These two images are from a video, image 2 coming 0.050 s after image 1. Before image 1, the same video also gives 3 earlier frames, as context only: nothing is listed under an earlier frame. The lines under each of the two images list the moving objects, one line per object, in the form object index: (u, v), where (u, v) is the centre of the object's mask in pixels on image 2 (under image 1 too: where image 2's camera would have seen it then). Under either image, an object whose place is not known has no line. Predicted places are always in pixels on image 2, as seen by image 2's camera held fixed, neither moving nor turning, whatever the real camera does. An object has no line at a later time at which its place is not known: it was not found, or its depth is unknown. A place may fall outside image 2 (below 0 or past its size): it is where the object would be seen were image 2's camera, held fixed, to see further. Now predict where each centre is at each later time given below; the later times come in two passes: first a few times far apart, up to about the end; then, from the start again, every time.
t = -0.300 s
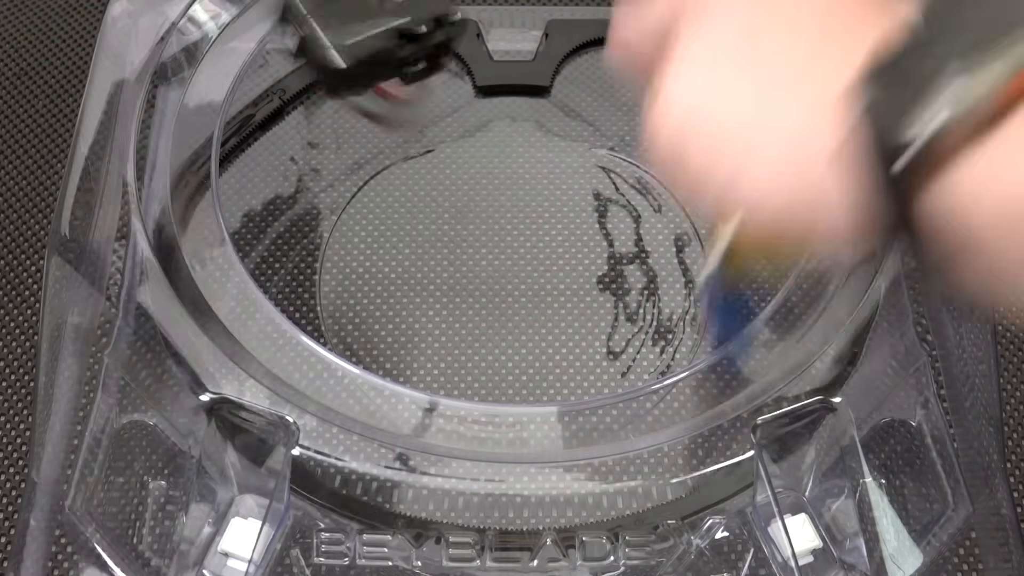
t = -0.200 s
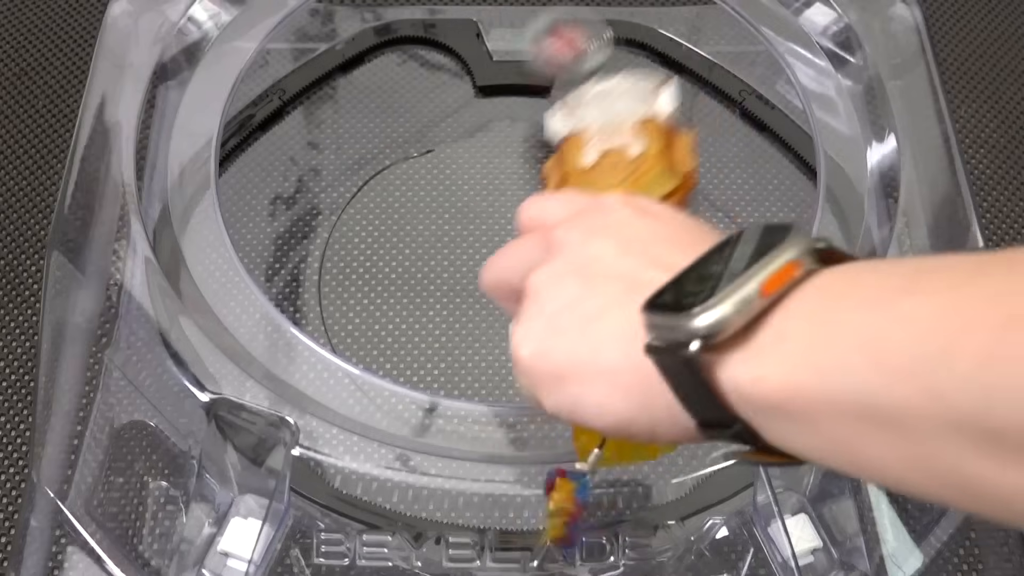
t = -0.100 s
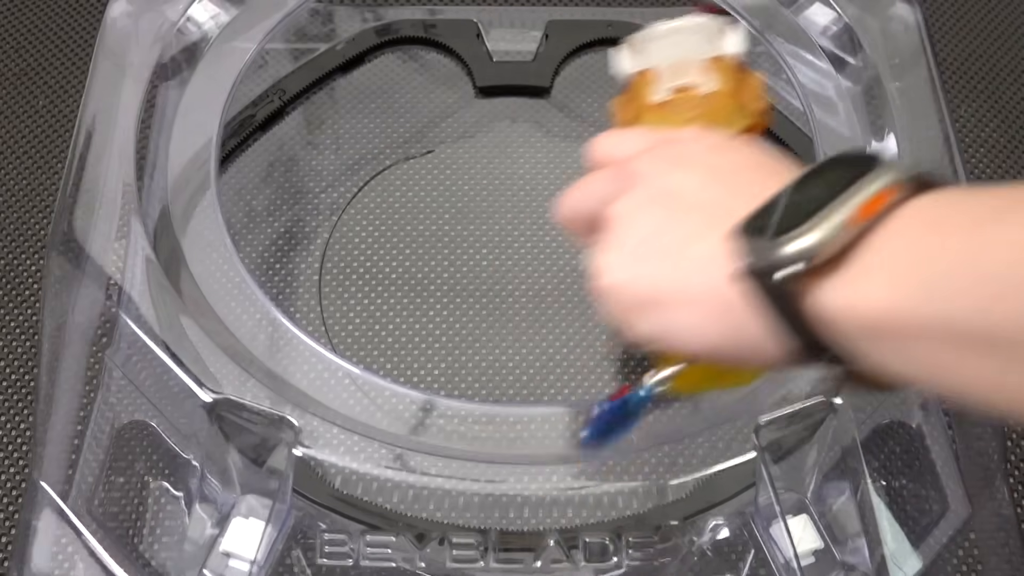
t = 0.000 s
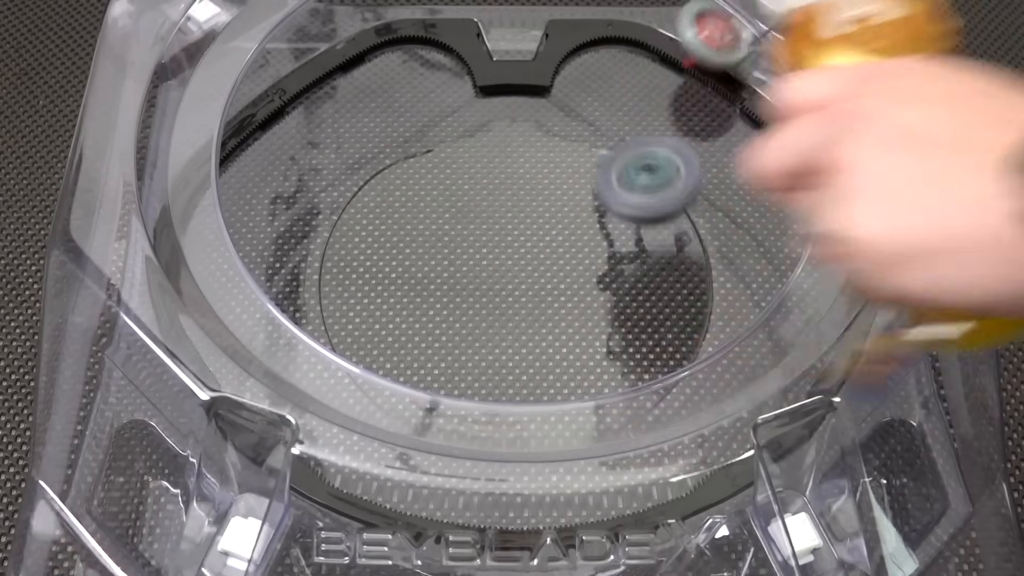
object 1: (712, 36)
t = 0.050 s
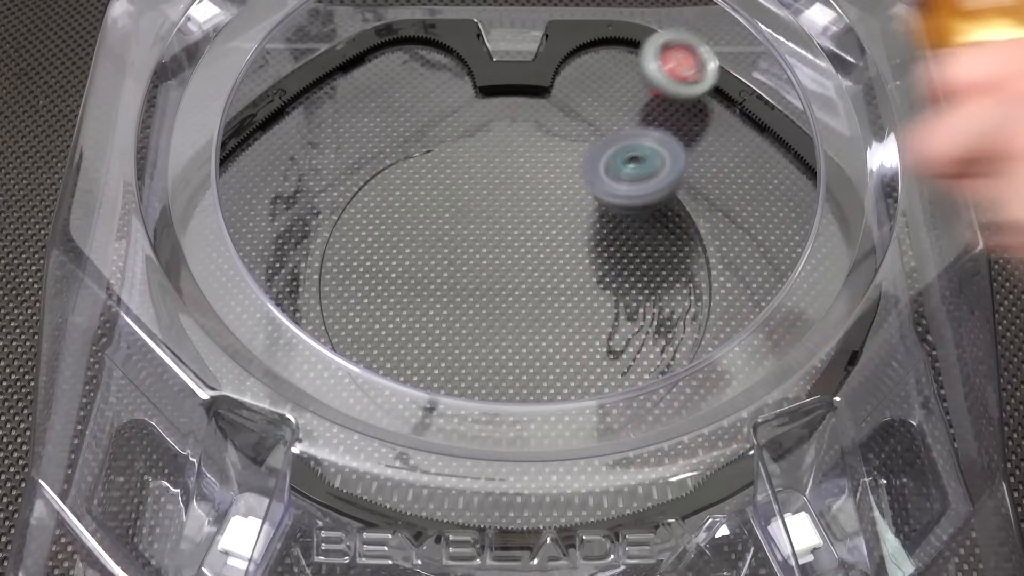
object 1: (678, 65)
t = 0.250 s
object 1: (509, 74)
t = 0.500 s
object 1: (237, 240)
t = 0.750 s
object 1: (264, 312)
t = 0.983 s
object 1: (630, 270)
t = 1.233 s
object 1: (663, 127)
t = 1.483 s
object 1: (422, 130)
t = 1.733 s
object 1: (687, 240)
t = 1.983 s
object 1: (748, 160)
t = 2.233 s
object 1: (564, 359)
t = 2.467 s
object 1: (489, 501)
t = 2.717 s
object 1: (519, 305)
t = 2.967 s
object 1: (665, 161)
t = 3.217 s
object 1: (811, 197)
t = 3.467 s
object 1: (422, 143)
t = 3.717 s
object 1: (356, 379)
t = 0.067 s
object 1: (666, 72)
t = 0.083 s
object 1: (655, 79)
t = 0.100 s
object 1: (645, 80)
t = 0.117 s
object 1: (646, 61)
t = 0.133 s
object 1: (647, 41)
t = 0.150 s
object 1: (644, 28)
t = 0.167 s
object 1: (623, 27)
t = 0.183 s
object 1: (602, 30)
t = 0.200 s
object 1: (579, 34)
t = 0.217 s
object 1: (556, 43)
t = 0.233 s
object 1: (533, 57)
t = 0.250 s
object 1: (509, 74)
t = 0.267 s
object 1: (486, 95)
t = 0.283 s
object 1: (465, 104)
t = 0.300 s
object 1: (443, 113)
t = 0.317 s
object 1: (422, 125)
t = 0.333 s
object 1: (401, 139)
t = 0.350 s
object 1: (381, 148)
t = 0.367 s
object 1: (362, 161)
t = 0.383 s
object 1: (342, 172)
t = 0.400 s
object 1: (325, 183)
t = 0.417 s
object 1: (309, 193)
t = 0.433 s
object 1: (294, 204)
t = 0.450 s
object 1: (279, 213)
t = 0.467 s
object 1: (267, 223)
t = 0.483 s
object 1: (261, 230)
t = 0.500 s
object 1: (237, 240)
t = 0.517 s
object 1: (229, 249)
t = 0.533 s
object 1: (220, 257)
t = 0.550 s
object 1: (212, 264)
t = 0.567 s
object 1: (202, 273)
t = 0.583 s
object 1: (196, 281)
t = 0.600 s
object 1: (195, 285)
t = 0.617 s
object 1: (193, 290)
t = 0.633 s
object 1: (194, 295)
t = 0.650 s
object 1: (199, 299)
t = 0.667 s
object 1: (204, 302)
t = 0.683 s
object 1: (211, 306)
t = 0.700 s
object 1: (219, 310)
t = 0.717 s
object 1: (233, 311)
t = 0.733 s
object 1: (250, 312)
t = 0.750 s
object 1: (264, 312)
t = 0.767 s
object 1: (277, 315)
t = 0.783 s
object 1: (308, 304)
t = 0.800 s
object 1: (321, 308)
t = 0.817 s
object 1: (338, 311)
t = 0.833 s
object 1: (358, 314)
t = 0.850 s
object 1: (380, 316)
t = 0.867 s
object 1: (408, 314)
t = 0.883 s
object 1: (437, 313)
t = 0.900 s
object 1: (467, 310)
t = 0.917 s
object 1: (498, 307)
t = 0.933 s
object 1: (531, 301)
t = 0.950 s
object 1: (564, 294)
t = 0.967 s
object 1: (597, 282)
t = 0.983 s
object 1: (630, 270)
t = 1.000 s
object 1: (658, 256)
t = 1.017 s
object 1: (688, 239)
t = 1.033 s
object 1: (715, 219)
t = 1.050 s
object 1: (738, 202)
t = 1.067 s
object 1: (762, 186)
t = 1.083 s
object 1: (780, 174)
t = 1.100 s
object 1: (803, 161)
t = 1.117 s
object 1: (812, 144)
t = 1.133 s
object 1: (783, 132)
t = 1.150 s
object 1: (769, 124)
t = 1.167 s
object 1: (750, 118)
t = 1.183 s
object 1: (729, 116)
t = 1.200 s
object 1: (709, 116)
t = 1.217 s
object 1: (685, 122)
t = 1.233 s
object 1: (663, 127)
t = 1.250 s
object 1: (643, 122)
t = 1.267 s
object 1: (624, 115)
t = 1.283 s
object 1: (605, 111)
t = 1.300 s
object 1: (585, 110)
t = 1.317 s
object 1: (565, 113)
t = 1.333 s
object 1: (545, 114)
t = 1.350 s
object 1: (527, 112)
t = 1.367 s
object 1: (509, 112)
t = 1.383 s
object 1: (491, 115)
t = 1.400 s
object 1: (473, 116)
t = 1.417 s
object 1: (457, 119)
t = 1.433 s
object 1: (441, 122)
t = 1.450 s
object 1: (427, 125)
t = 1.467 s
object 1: (417, 129)
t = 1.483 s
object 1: (422, 130)
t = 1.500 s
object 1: (432, 133)
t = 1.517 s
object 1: (442, 138)
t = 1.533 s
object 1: (453, 146)
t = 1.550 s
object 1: (466, 153)
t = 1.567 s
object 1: (480, 162)
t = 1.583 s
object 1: (495, 172)
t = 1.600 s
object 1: (513, 181)
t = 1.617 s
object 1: (532, 192)
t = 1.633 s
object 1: (553, 201)
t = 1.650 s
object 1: (574, 210)
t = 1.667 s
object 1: (598, 218)
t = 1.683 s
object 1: (620, 226)
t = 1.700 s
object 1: (643, 231)
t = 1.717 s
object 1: (664, 236)
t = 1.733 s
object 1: (687, 240)
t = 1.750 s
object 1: (710, 243)
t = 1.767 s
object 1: (725, 243)
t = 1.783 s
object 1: (742, 246)
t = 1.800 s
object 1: (755, 251)
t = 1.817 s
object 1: (774, 260)
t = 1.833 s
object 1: (794, 263)
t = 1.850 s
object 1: (806, 265)
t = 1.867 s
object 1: (826, 269)
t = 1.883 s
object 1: (847, 273)
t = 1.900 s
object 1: (835, 251)
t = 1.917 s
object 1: (818, 228)
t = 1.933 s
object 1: (802, 207)
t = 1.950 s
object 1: (779, 188)
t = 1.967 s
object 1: (766, 175)
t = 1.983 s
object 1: (748, 160)
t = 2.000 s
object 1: (732, 140)
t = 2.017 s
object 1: (717, 122)
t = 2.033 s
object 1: (701, 108)
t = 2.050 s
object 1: (685, 94)
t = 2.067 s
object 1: (670, 79)
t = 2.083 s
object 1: (655, 67)
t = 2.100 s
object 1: (641, 54)
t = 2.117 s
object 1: (627, 42)
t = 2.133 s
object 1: (614, 33)
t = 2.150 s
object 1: (586, 38)
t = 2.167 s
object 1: (563, 74)
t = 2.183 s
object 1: (562, 146)
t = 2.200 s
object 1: (563, 226)
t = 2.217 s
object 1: (564, 308)
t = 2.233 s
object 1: (564, 359)
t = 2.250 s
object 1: (564, 465)
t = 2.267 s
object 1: (563, 517)
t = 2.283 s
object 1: (556, 522)
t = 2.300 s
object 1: (549, 522)
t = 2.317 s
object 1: (542, 522)
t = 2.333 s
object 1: (533, 518)
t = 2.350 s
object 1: (527, 519)
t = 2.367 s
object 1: (519, 521)
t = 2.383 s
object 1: (511, 525)
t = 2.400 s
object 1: (504, 529)
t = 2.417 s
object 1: (500, 518)
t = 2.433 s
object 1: (497, 509)
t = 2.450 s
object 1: (493, 505)
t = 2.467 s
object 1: (489, 501)
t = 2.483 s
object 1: (485, 498)
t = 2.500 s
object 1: (482, 497)
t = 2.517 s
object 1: (479, 497)
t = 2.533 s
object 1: (479, 479)
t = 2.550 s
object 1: (477, 464)
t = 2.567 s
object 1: (477, 450)
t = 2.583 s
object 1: (478, 439)
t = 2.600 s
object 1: (481, 414)
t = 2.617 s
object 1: (484, 403)
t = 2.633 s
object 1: (489, 374)
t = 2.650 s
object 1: (492, 366)
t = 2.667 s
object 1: (498, 354)
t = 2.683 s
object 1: (504, 338)
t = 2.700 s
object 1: (511, 321)
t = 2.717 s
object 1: (519, 305)
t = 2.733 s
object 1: (527, 289)
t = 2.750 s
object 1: (534, 275)
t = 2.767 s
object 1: (543, 260)
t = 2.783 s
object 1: (552, 246)
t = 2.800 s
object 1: (561, 233)
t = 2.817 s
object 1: (570, 221)
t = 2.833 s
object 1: (580, 210)
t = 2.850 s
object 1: (590, 200)
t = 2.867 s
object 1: (599, 192)
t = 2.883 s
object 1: (609, 184)
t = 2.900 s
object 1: (621, 178)
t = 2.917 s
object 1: (633, 173)
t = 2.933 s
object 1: (645, 169)
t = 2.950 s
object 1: (657, 165)
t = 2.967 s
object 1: (665, 161)
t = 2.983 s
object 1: (672, 161)
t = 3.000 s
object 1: (678, 163)
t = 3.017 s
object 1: (685, 167)
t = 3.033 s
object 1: (695, 167)
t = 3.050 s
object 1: (704, 170)
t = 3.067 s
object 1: (714, 174)
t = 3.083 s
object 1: (726, 177)
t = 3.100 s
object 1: (740, 182)
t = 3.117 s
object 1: (755, 187)
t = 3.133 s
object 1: (770, 192)
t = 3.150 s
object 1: (784, 197)
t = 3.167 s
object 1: (809, 203)
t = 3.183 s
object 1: (826, 209)
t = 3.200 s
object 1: (835, 209)
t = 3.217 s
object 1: (811, 197)
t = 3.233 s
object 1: (776, 186)
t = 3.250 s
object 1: (752, 179)
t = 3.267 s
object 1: (721, 174)
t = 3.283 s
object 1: (694, 165)
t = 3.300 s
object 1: (669, 156)
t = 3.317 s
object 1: (642, 149)
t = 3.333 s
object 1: (615, 145)
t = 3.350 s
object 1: (587, 140)
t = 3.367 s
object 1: (561, 137)
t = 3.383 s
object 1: (536, 134)
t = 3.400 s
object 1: (511, 133)
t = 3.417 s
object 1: (487, 133)
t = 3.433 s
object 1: (465, 136)
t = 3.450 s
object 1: (443, 138)
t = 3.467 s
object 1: (422, 143)
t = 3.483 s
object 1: (403, 149)
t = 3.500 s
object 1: (387, 158)
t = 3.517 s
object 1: (370, 167)
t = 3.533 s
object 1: (356, 178)
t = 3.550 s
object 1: (344, 191)
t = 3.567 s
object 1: (335, 205)
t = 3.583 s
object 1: (328, 220)
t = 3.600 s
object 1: (321, 238)
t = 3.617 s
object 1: (318, 257)
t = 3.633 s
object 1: (317, 275)
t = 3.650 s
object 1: (320, 294)
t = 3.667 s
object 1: (323, 316)
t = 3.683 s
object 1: (331, 338)
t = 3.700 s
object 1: (342, 360)
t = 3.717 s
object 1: (356, 379)
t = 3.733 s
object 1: (371, 406)
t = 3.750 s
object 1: (379, 430)
